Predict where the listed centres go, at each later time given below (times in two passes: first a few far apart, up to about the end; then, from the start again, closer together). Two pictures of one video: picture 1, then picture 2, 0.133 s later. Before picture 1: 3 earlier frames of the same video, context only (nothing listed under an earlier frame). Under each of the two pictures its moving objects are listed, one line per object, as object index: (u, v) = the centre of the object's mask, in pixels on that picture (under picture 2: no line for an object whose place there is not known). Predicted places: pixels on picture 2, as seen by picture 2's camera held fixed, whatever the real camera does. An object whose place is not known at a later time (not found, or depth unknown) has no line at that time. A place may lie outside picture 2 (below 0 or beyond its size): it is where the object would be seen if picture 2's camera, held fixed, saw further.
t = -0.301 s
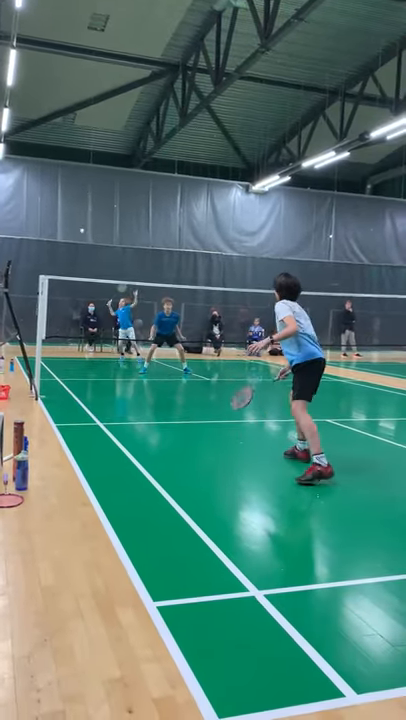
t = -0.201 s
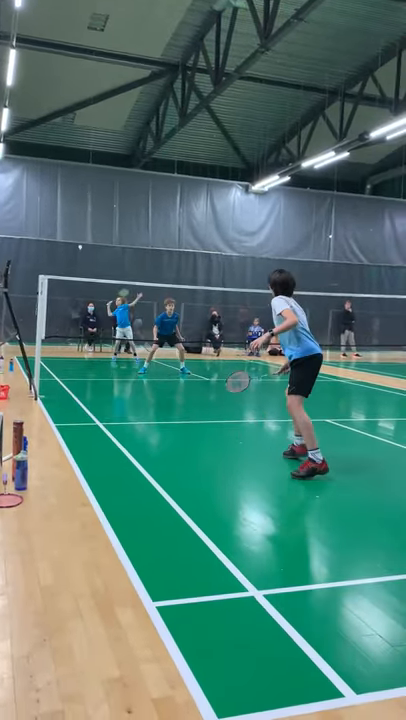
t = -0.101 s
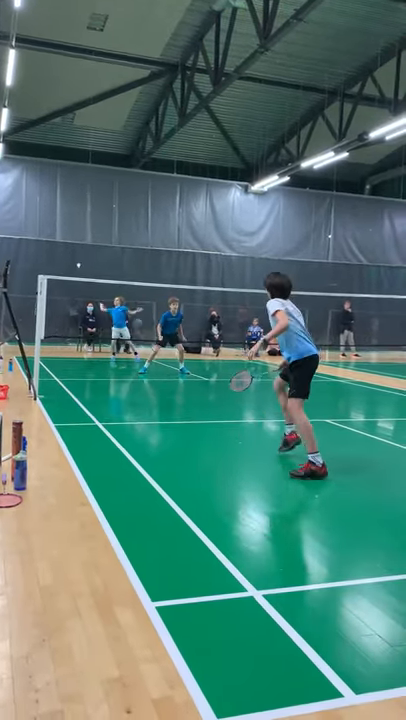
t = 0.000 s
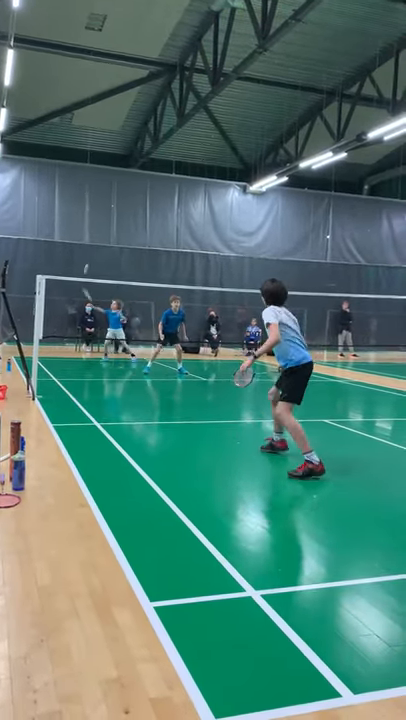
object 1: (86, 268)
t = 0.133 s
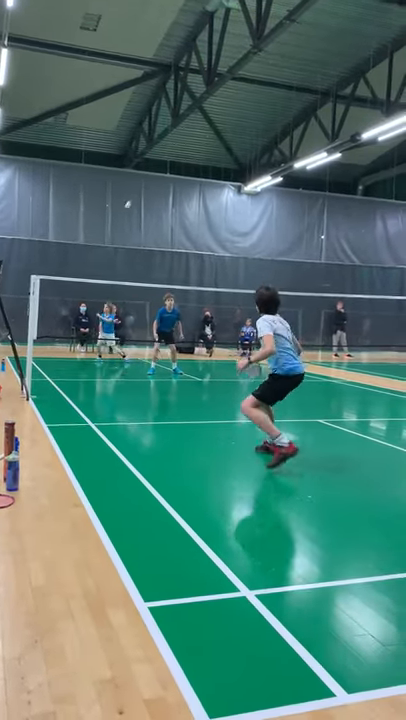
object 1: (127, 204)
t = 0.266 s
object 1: (168, 158)
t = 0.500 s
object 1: (234, 113)
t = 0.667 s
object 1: (278, 113)
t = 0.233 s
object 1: (158, 168)
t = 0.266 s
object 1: (168, 158)
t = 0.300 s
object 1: (177, 149)
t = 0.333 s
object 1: (188, 141)
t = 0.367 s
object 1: (196, 134)
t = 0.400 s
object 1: (206, 127)
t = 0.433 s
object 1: (216, 122)
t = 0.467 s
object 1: (225, 117)
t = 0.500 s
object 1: (234, 113)
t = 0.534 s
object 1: (243, 111)
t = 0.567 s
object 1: (251, 110)
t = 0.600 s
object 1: (260, 110)
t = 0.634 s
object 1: (269, 111)
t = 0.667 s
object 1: (278, 113)
